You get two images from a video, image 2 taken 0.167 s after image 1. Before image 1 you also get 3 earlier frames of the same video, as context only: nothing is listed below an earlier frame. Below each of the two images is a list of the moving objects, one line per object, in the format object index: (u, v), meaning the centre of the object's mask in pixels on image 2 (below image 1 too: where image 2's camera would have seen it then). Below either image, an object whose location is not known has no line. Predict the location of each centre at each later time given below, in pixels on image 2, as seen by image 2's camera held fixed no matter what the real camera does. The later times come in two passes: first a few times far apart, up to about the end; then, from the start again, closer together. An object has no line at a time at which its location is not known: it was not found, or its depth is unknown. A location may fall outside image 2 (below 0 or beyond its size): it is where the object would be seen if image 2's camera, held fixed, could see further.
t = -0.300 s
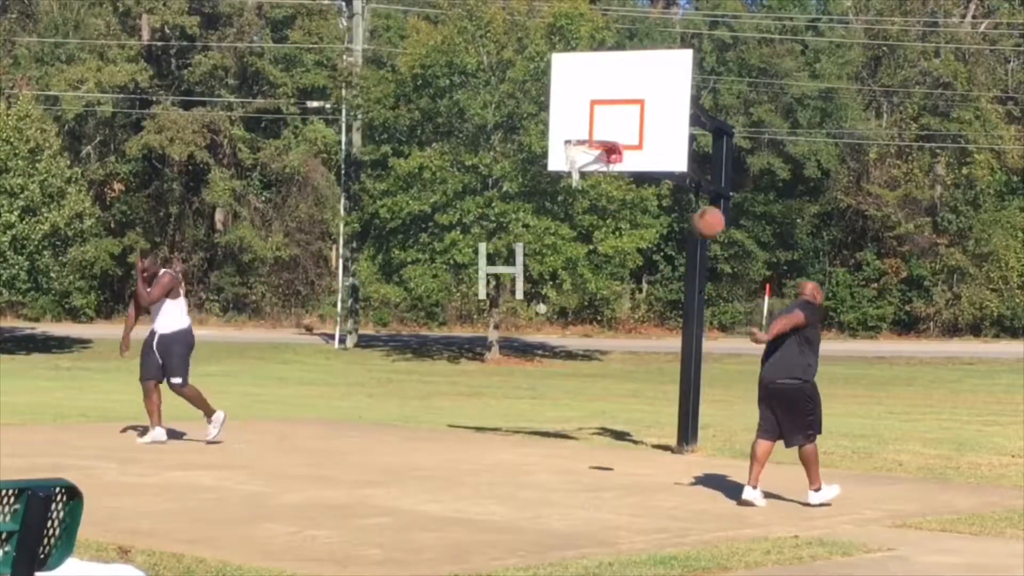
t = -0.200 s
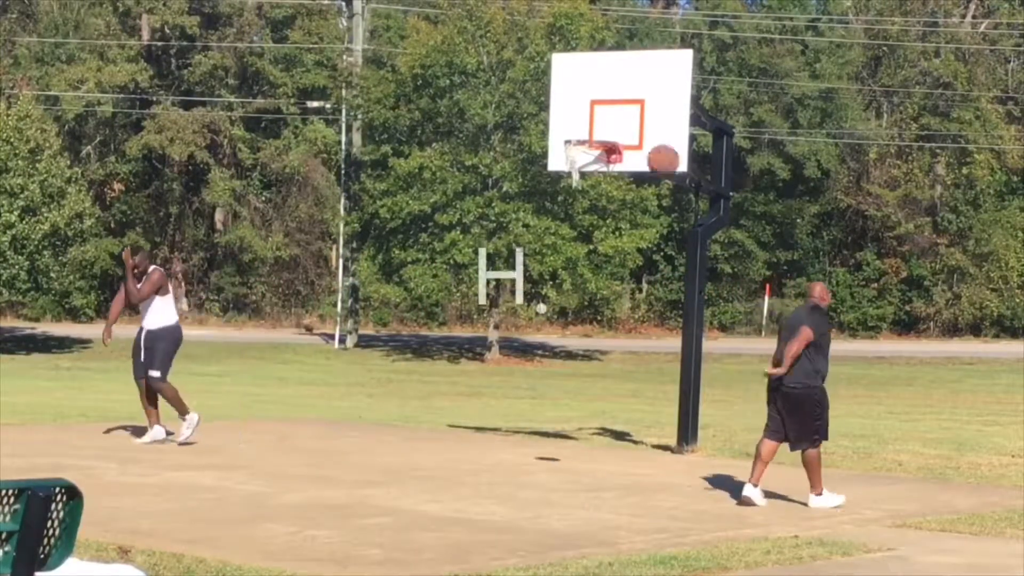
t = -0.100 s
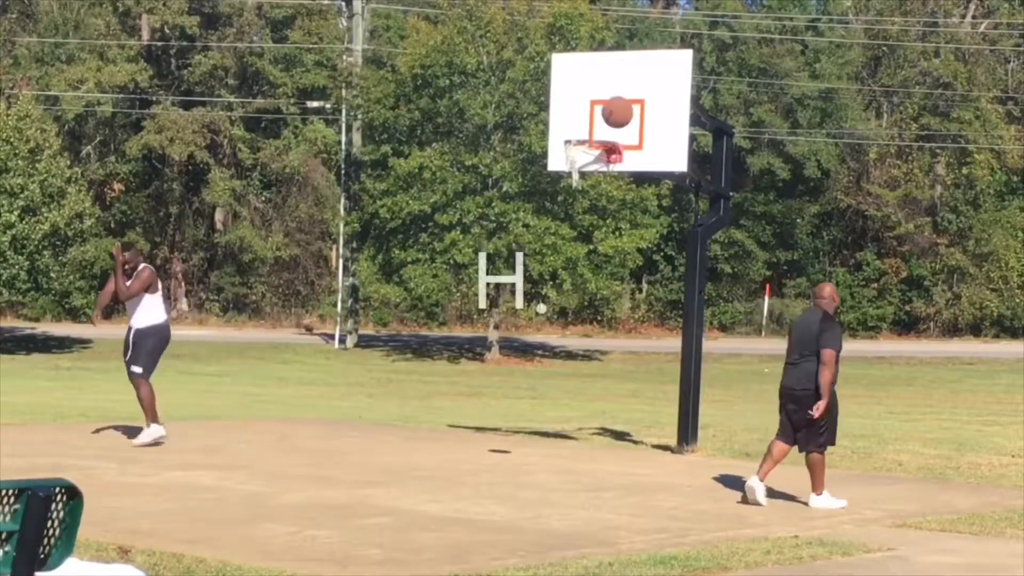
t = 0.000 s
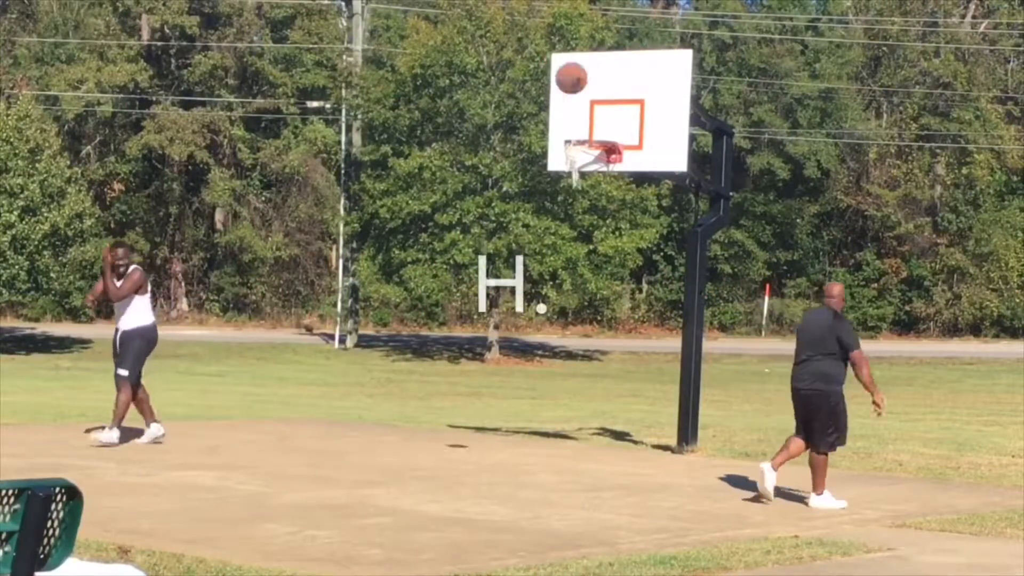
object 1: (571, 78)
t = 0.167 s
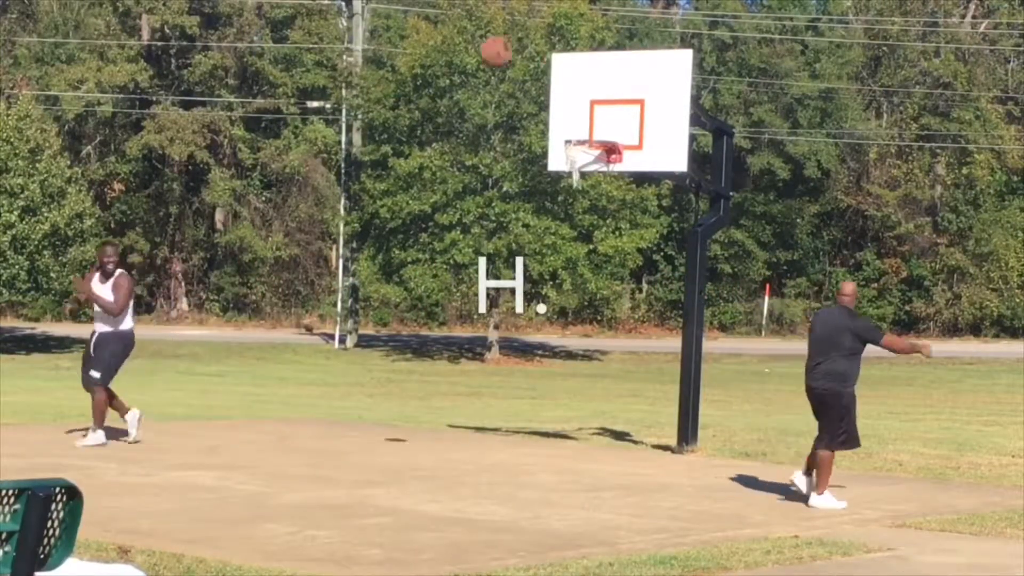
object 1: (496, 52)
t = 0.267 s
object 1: (450, 55)
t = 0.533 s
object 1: (330, 128)
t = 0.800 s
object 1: (215, 289)
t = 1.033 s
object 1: (132, 428)
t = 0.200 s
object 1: (480, 51)
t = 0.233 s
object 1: (465, 52)
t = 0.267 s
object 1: (450, 55)
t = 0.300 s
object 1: (435, 59)
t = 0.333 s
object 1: (421, 64)
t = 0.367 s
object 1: (405, 71)
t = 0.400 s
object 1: (391, 79)
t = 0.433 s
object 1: (375, 90)
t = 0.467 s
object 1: (361, 101)
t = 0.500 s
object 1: (344, 115)
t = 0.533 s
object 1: (330, 128)
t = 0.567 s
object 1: (316, 144)
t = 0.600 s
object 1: (301, 160)
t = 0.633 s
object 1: (287, 179)
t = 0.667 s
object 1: (273, 199)
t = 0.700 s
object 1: (258, 218)
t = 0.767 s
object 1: (229, 265)
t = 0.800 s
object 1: (215, 289)
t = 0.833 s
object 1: (202, 316)
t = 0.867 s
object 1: (188, 344)
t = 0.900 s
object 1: (174, 373)
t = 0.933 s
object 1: (160, 402)
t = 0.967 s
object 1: (147, 432)
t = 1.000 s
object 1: (136, 451)
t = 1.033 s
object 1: (132, 428)
